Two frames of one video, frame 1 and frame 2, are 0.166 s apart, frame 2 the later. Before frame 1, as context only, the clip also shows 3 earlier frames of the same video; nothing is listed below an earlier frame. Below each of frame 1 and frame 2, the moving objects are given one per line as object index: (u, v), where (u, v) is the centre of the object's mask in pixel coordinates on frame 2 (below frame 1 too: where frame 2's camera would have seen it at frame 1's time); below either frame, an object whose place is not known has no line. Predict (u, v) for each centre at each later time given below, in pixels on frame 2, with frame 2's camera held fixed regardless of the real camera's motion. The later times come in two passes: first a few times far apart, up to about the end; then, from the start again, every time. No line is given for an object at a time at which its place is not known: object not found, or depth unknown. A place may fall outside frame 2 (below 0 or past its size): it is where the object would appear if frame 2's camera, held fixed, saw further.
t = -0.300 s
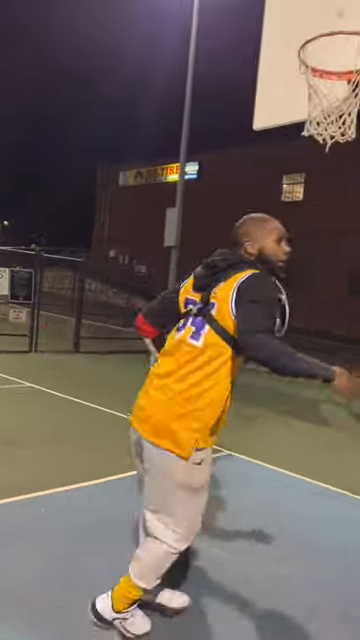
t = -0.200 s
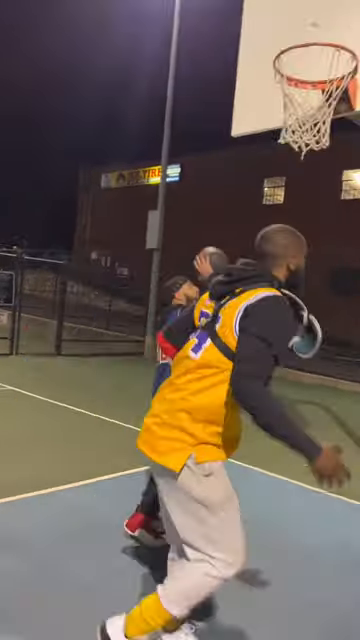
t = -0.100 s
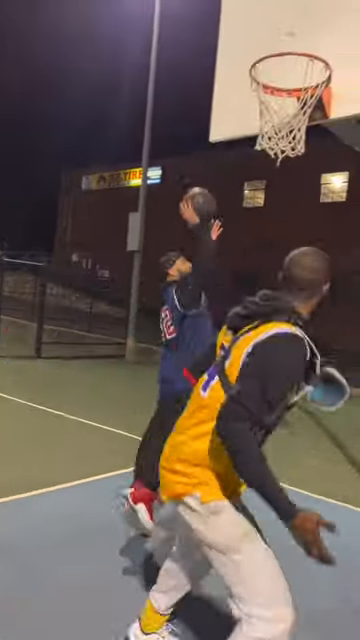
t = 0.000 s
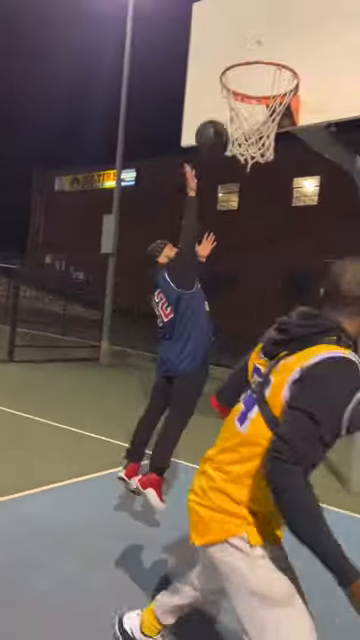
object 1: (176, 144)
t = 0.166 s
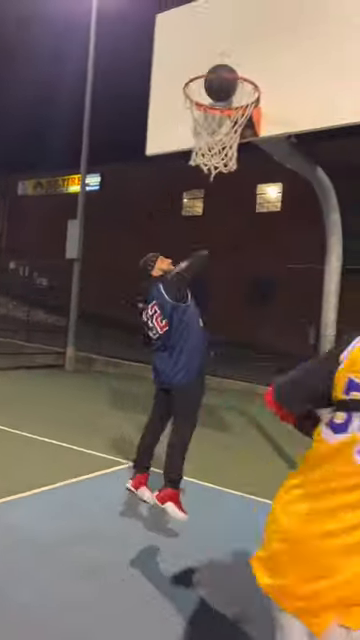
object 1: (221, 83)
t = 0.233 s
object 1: (227, 72)
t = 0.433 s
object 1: (234, 68)
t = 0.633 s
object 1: (211, 98)
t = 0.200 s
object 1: (224, 76)
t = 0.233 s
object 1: (227, 72)
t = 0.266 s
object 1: (233, 69)
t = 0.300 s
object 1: (236, 69)
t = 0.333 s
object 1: (240, 71)
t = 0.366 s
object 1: (243, 73)
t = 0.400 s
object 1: (239, 70)
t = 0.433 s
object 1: (234, 68)
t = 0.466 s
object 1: (230, 69)
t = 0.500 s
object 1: (225, 70)
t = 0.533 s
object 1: (219, 76)
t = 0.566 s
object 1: (214, 82)
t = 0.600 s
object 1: (209, 90)
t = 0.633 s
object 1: (211, 98)
